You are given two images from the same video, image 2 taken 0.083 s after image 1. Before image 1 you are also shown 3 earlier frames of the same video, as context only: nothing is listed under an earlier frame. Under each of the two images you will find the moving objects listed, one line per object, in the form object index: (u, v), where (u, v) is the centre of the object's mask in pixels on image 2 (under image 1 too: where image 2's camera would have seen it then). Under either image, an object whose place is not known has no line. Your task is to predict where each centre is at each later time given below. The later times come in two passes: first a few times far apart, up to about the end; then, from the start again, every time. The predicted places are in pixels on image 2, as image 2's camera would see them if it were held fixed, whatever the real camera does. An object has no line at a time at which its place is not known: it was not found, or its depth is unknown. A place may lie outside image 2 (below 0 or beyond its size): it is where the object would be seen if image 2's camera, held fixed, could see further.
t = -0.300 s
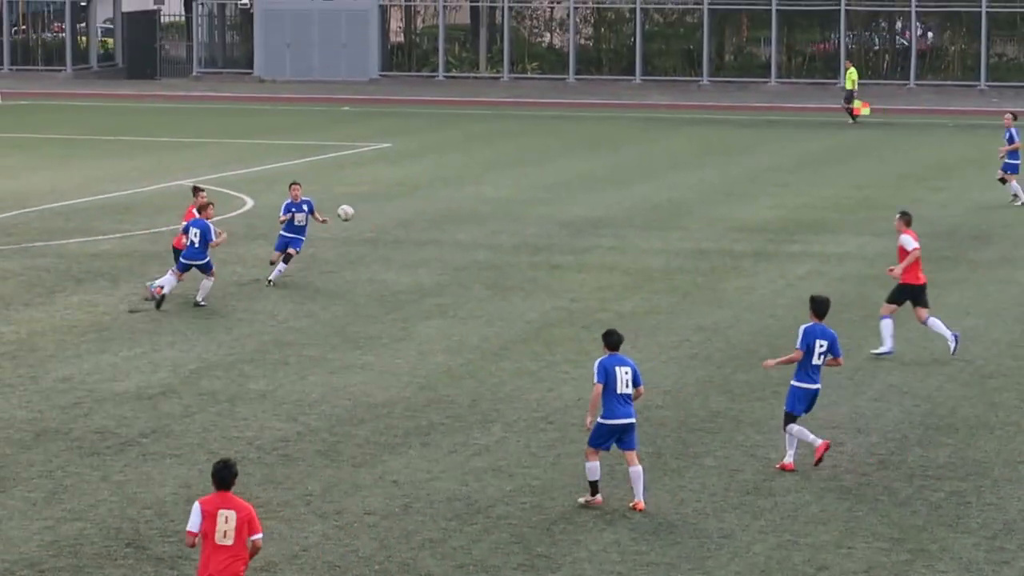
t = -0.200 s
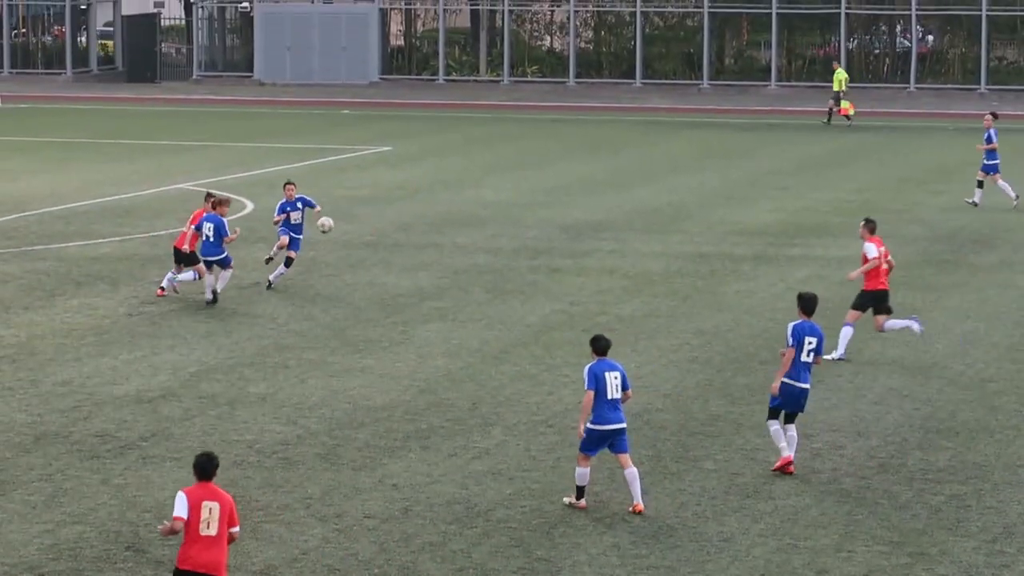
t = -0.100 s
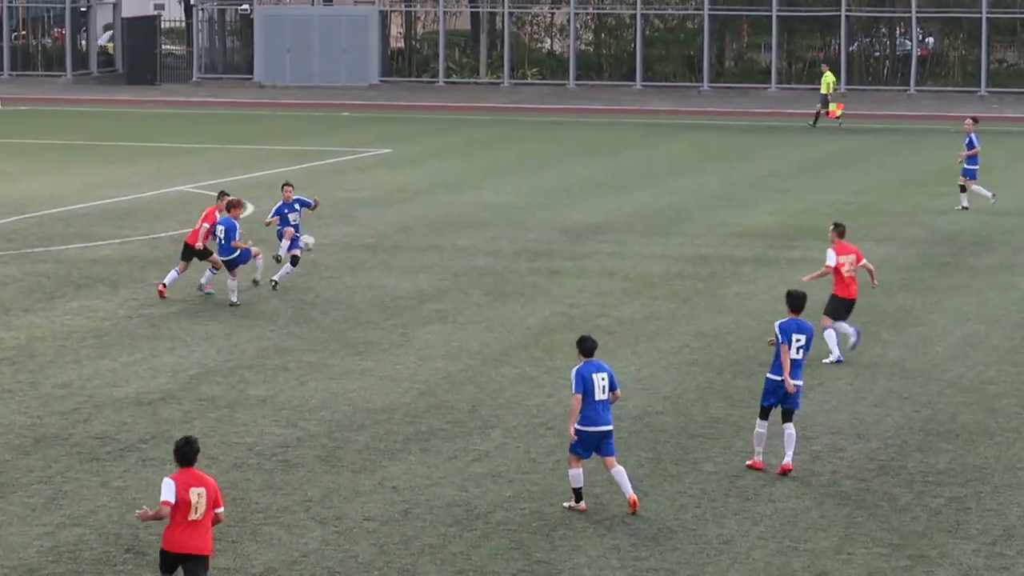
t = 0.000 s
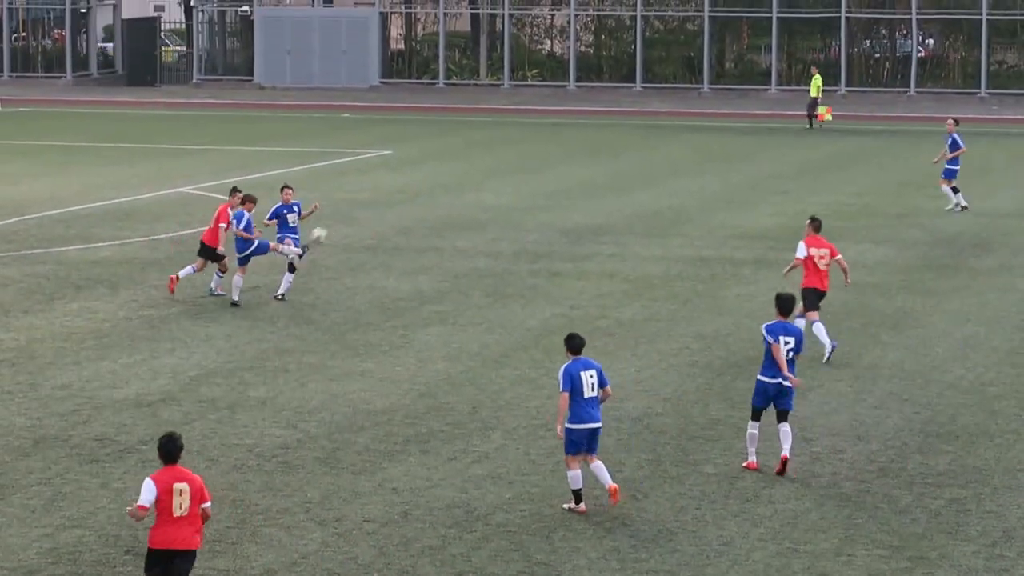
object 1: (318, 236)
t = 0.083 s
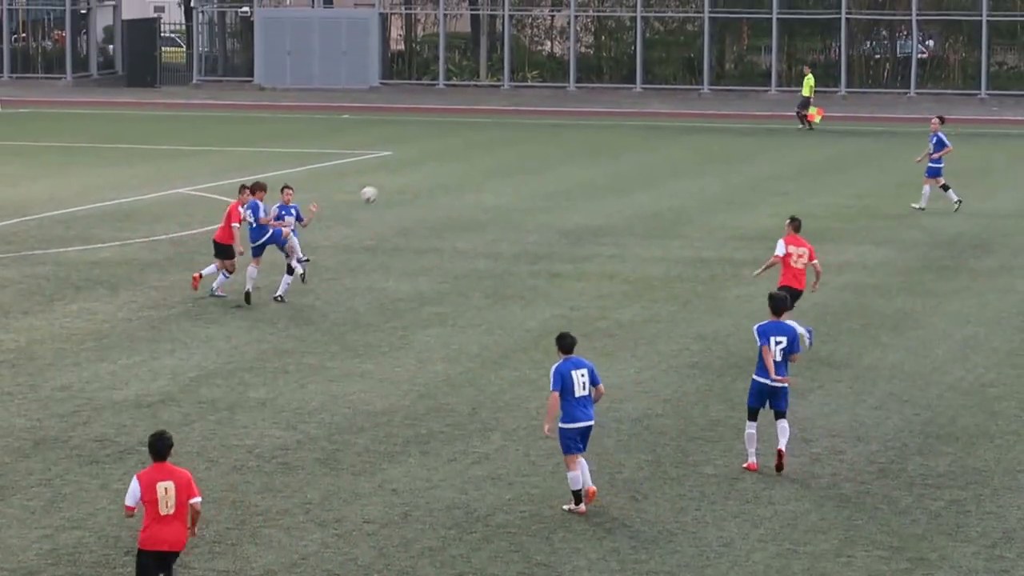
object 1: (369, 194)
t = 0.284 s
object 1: (493, 114)
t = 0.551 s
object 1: (666, 48)
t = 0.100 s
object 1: (379, 187)
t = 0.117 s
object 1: (389, 179)
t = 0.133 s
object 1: (400, 172)
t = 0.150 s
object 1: (410, 165)
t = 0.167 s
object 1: (420, 158)
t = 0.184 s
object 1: (430, 150)
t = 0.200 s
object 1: (441, 144)
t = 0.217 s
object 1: (452, 137)
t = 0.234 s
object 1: (462, 131)
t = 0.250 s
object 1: (472, 125)
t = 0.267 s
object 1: (483, 119)
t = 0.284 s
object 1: (493, 114)
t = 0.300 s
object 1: (504, 108)
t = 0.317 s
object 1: (514, 102)
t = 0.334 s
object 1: (524, 97)
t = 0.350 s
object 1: (535, 92)
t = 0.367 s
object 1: (546, 87)
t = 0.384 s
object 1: (557, 83)
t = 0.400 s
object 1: (568, 79)
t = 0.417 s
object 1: (578, 75)
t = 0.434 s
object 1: (588, 71)
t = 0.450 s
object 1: (600, 67)
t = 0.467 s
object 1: (610, 63)
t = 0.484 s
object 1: (621, 60)
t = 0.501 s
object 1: (632, 56)
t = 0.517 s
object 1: (643, 53)
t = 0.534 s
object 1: (654, 51)
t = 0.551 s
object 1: (666, 48)
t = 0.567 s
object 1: (676, 45)
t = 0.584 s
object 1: (688, 43)
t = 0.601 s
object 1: (698, 41)
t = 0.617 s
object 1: (709, 40)
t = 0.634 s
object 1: (721, 38)
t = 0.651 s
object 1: (732, 36)
